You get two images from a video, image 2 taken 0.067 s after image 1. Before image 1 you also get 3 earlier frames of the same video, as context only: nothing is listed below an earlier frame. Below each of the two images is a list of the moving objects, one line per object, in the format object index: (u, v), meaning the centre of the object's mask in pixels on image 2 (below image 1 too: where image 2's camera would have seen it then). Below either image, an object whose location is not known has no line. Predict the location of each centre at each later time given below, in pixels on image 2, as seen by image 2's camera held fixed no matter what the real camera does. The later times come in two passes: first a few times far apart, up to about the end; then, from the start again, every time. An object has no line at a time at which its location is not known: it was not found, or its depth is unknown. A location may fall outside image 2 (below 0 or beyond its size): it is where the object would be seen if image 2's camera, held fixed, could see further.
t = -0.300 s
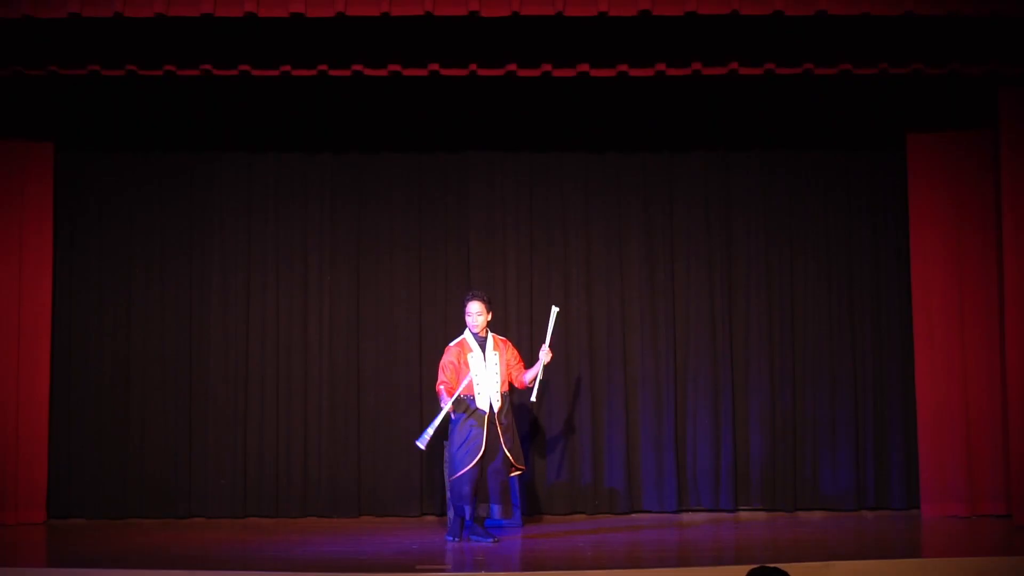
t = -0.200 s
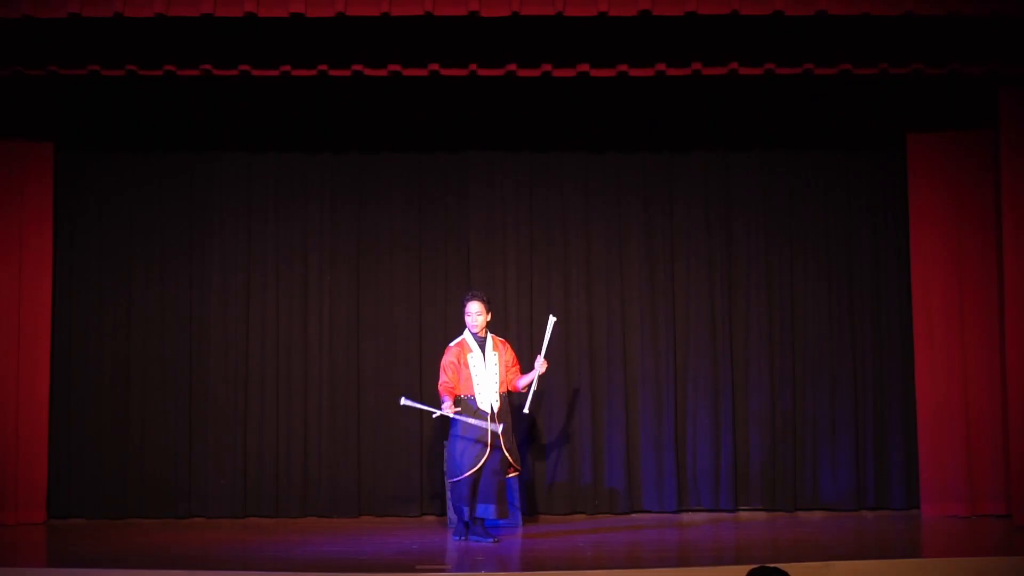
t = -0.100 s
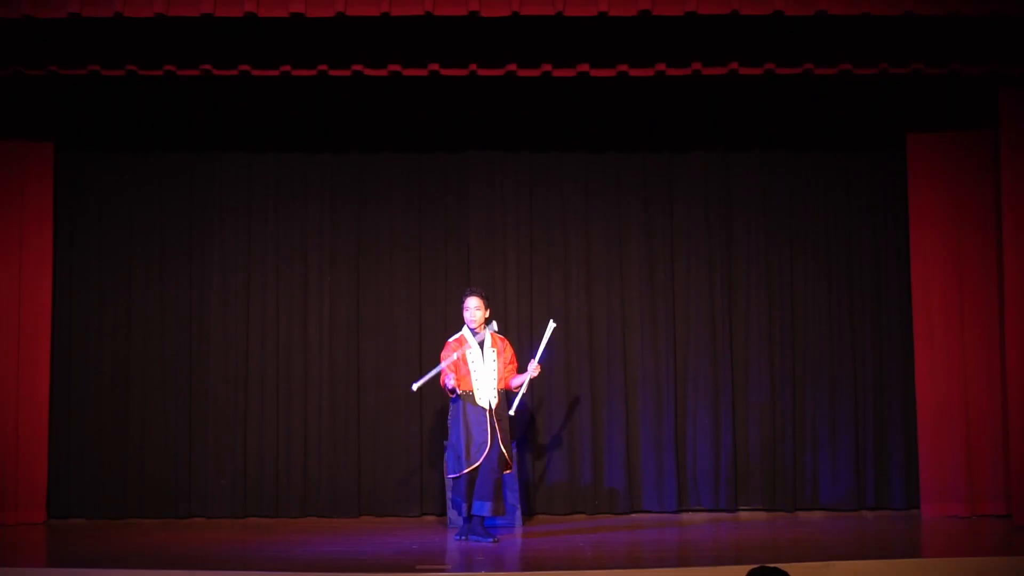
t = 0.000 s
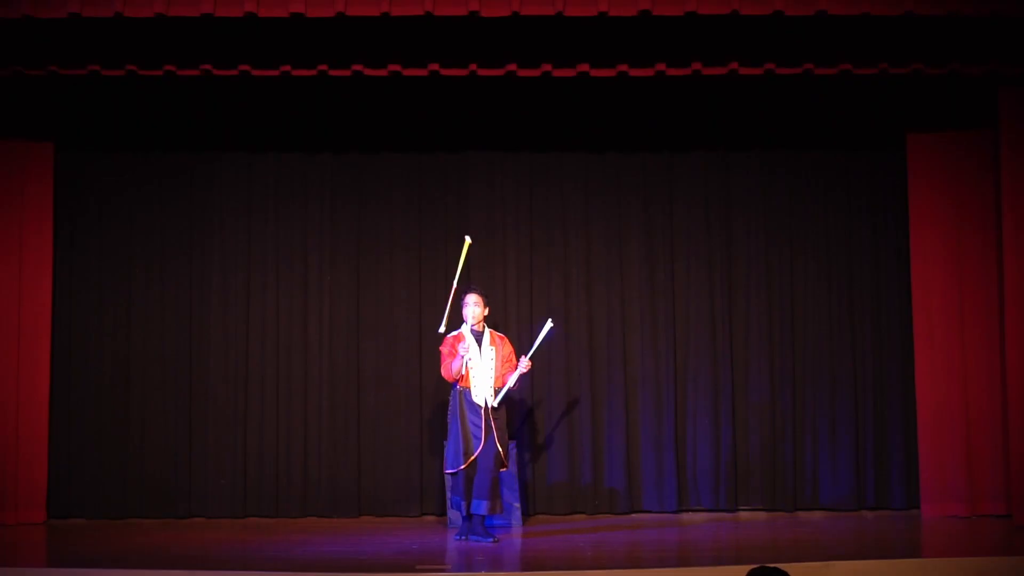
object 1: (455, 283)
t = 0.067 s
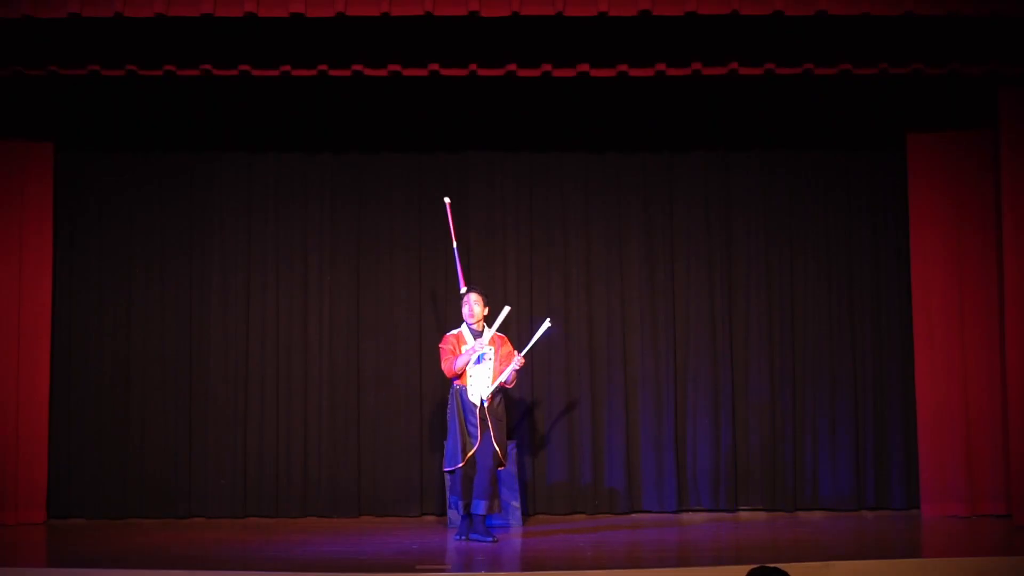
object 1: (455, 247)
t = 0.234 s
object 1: (459, 179)
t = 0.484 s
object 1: (454, 159)
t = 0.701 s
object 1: (453, 215)
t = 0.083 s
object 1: (455, 238)
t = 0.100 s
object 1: (456, 230)
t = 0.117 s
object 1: (457, 223)
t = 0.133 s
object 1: (457, 216)
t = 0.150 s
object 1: (458, 209)
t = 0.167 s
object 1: (458, 203)
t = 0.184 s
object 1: (458, 196)
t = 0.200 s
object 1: (458, 190)
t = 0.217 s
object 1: (459, 184)
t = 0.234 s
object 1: (459, 179)
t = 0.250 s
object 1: (458, 174)
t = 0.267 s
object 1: (458, 170)
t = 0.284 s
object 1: (458, 166)
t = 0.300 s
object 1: (458, 163)
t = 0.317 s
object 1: (456, 160)
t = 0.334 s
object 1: (455, 158)
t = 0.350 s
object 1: (456, 156)
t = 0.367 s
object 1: (455, 155)
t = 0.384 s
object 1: (455, 154)
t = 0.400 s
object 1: (454, 154)
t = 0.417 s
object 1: (454, 155)
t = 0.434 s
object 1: (454, 155)
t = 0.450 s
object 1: (454, 156)
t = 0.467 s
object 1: (454, 157)
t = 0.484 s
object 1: (454, 159)
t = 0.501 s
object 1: (454, 161)
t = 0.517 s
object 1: (455, 163)
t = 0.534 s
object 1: (455, 167)
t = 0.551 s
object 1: (455, 169)
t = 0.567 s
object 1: (455, 172)
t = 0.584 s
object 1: (455, 176)
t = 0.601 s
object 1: (455, 179)
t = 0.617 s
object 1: (454, 184)
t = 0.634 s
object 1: (454, 189)
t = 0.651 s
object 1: (454, 194)
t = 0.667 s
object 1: (453, 201)
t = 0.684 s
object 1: (453, 207)
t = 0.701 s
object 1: (453, 215)
